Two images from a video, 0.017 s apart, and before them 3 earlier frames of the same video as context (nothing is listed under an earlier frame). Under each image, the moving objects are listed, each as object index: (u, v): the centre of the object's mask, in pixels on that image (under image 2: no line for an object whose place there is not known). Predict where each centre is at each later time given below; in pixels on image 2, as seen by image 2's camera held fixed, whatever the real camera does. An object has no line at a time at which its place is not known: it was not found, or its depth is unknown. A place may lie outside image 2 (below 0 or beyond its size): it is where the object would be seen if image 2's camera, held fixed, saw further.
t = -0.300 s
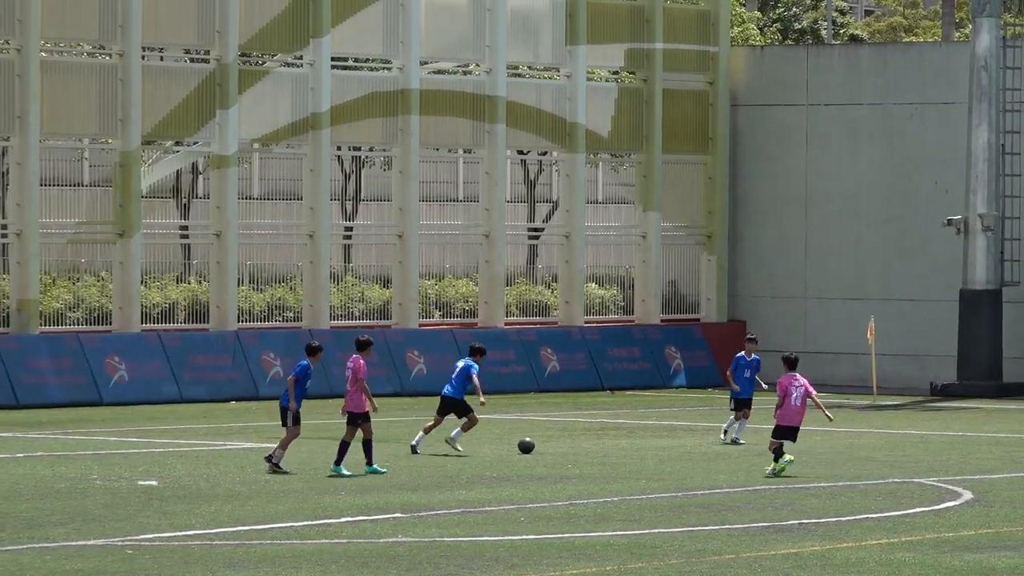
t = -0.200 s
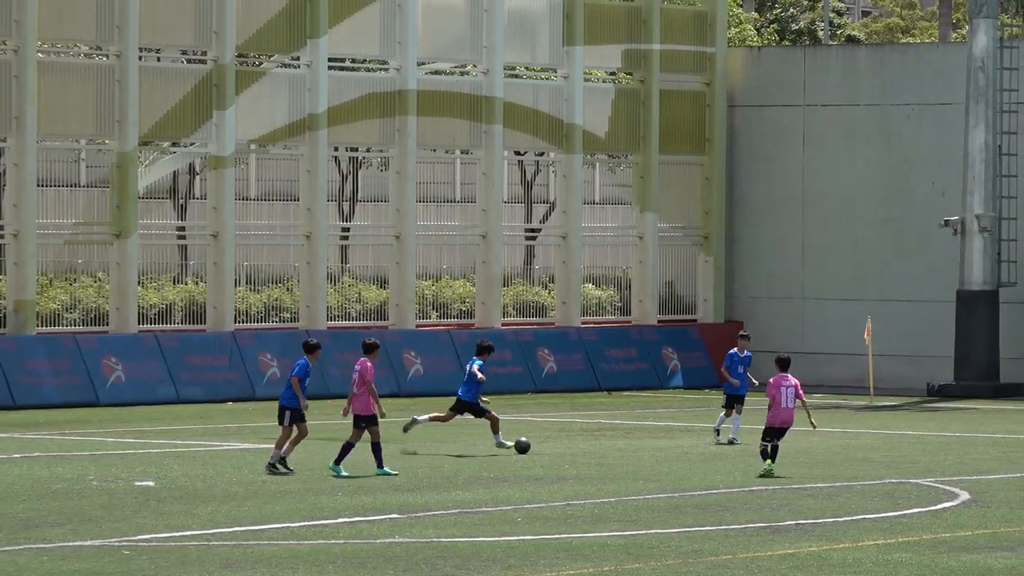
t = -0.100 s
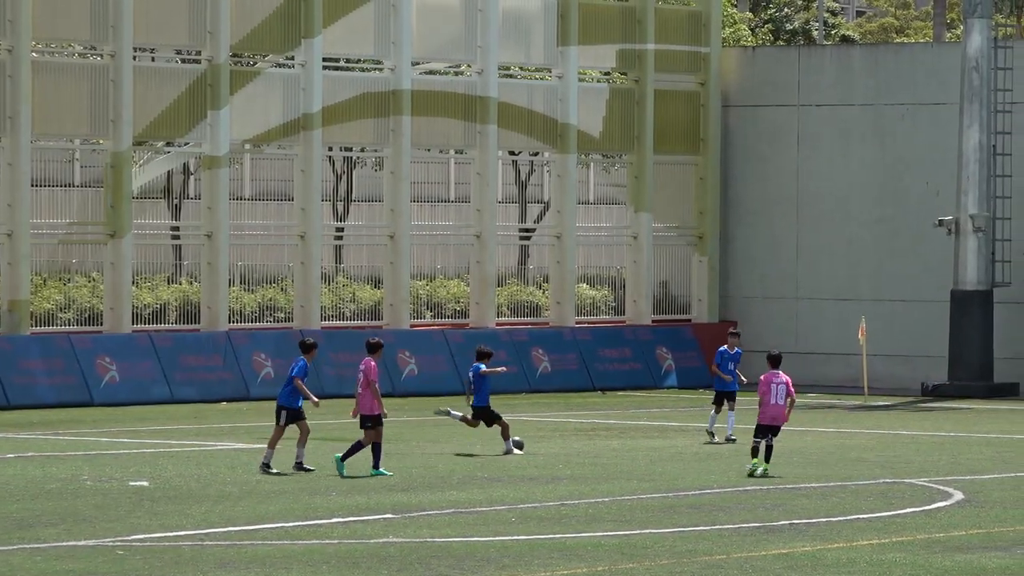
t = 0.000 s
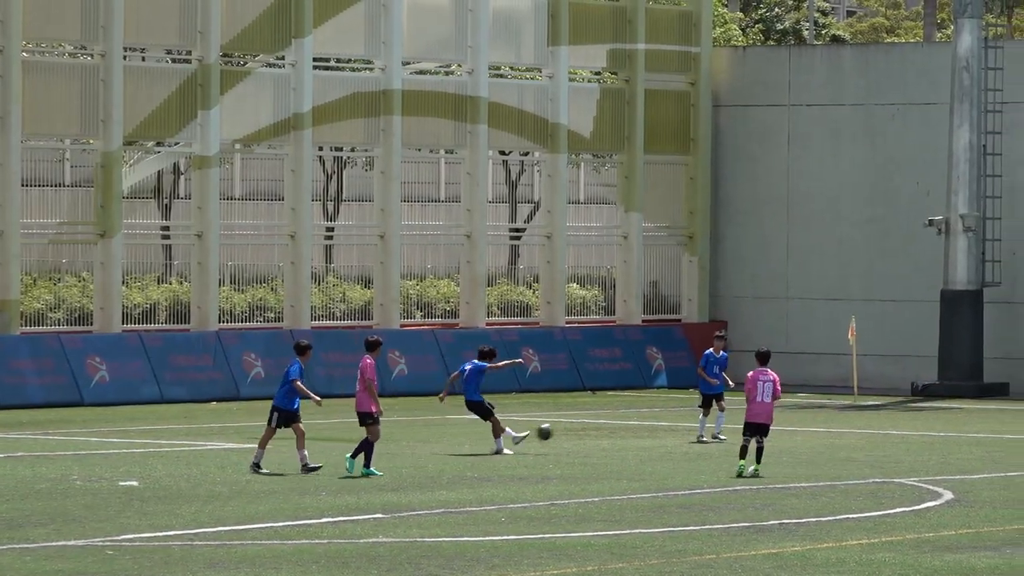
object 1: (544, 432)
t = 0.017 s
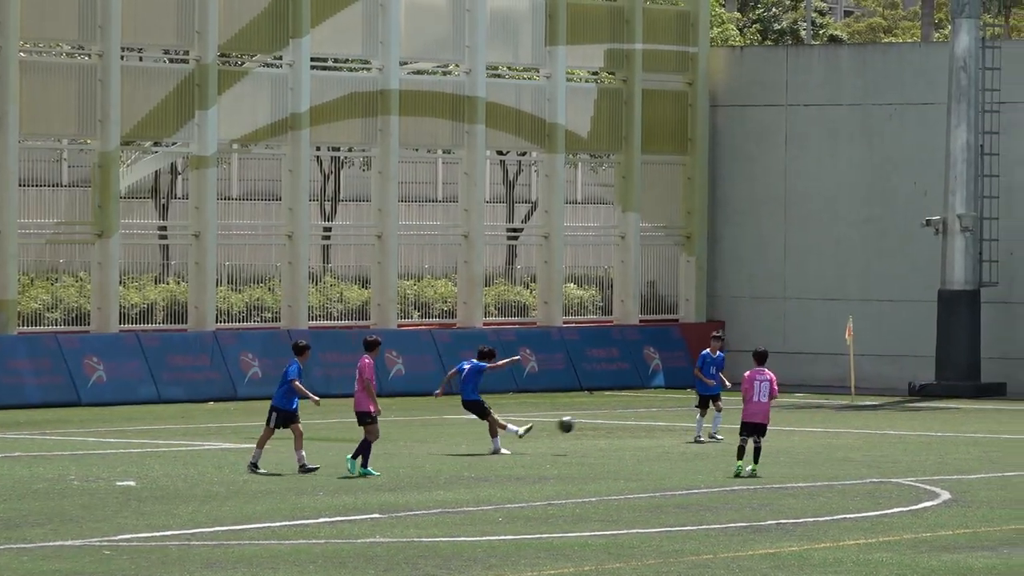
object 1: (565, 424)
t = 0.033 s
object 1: (590, 417)
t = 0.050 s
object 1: (614, 410)
